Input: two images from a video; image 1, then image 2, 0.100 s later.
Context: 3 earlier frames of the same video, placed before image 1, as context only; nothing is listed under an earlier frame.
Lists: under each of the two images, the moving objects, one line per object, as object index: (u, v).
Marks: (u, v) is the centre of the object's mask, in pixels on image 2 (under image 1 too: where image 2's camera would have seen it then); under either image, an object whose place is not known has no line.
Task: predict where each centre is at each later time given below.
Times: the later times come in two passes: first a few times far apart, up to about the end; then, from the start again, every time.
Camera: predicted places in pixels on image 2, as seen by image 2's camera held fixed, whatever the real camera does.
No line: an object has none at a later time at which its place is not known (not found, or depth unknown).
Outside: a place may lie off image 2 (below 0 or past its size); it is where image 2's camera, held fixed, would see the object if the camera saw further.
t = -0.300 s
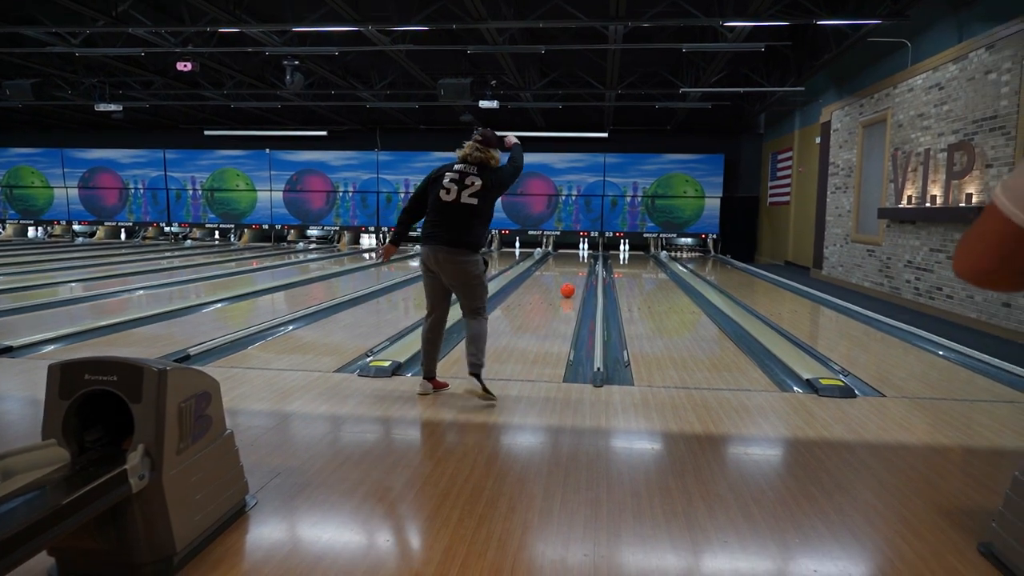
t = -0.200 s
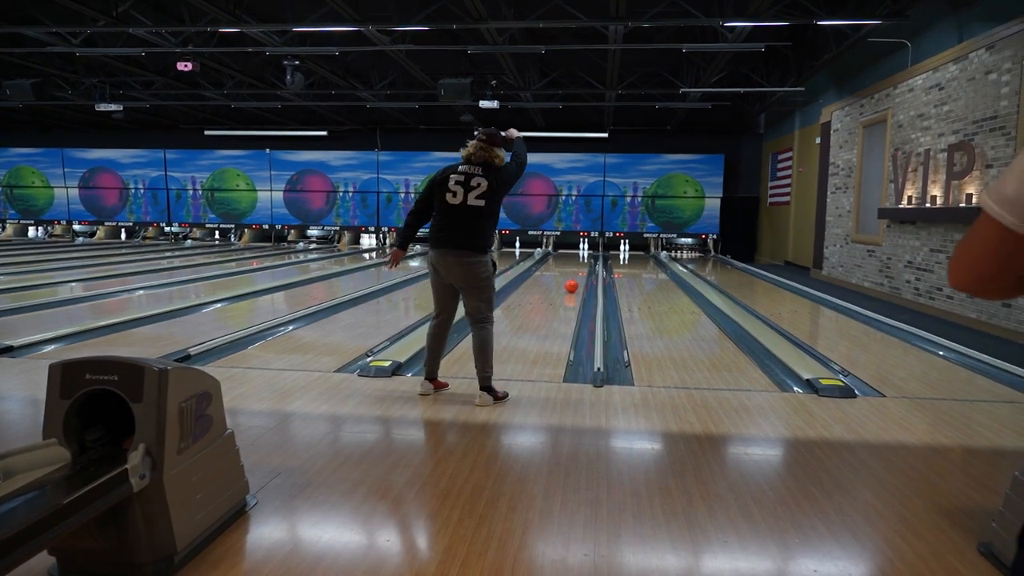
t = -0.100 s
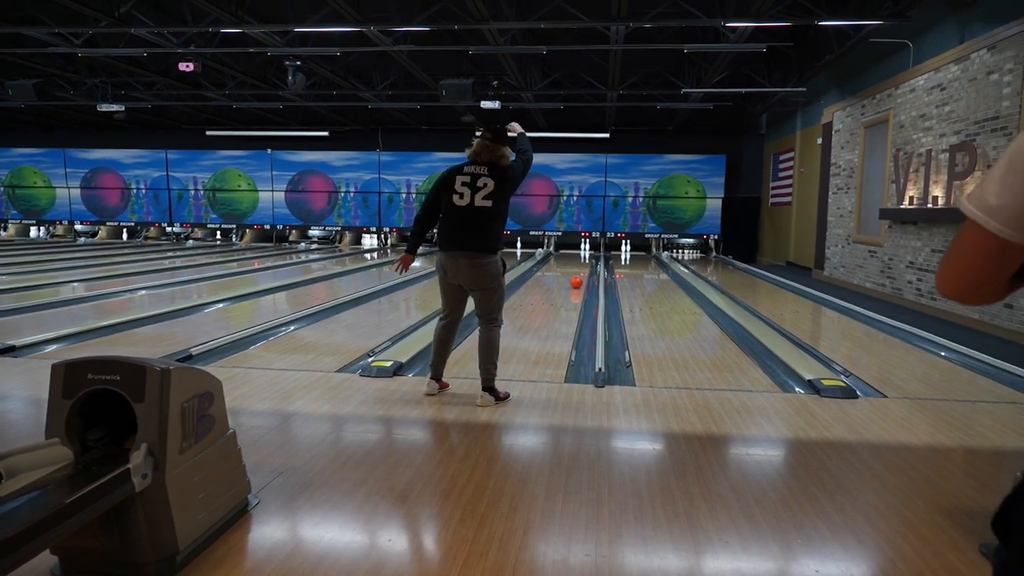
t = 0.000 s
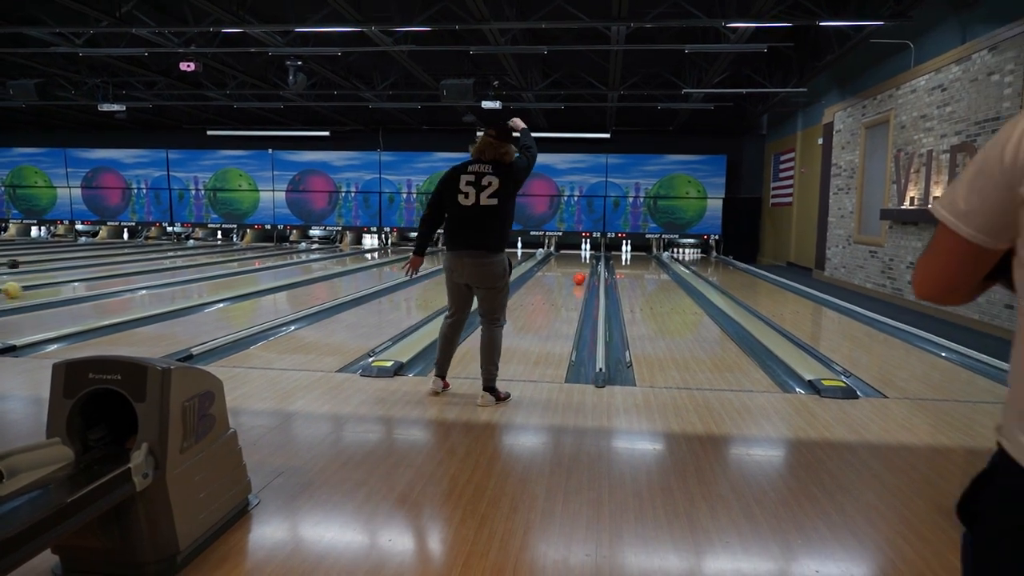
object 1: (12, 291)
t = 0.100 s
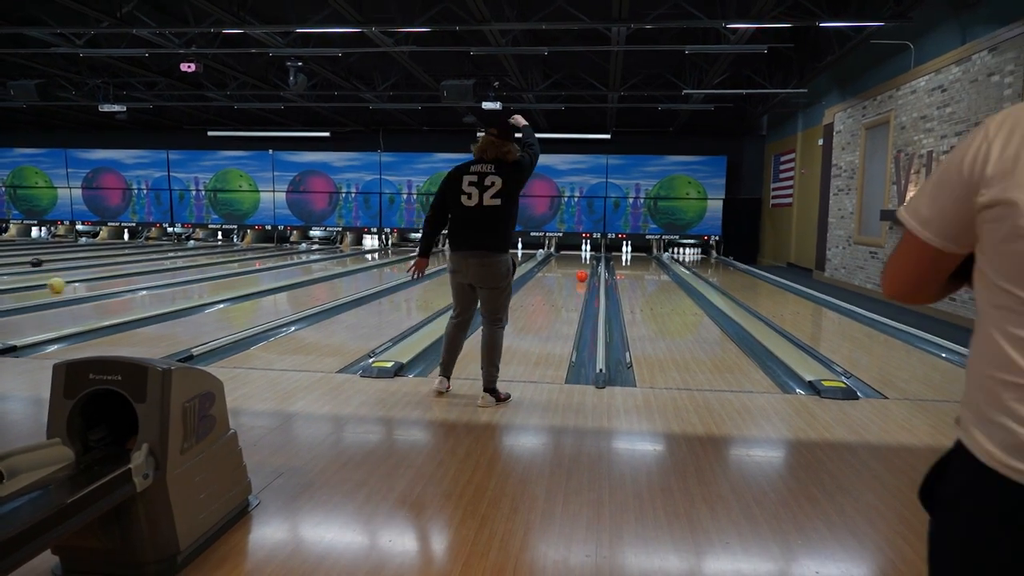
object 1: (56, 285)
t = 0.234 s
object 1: (106, 279)
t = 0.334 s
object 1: (139, 275)
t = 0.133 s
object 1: (70, 283)
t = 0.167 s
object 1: (82, 282)
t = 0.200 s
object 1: (95, 280)
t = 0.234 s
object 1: (106, 279)
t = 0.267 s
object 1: (117, 277)
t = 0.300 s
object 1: (128, 276)
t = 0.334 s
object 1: (139, 275)
